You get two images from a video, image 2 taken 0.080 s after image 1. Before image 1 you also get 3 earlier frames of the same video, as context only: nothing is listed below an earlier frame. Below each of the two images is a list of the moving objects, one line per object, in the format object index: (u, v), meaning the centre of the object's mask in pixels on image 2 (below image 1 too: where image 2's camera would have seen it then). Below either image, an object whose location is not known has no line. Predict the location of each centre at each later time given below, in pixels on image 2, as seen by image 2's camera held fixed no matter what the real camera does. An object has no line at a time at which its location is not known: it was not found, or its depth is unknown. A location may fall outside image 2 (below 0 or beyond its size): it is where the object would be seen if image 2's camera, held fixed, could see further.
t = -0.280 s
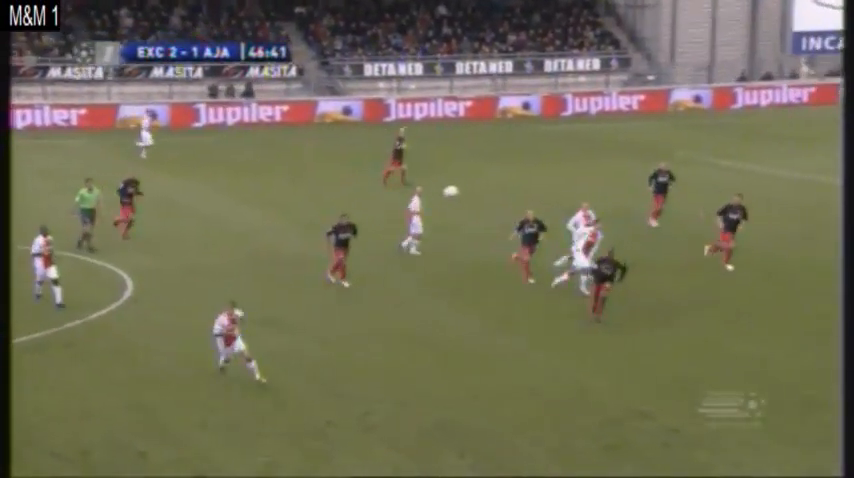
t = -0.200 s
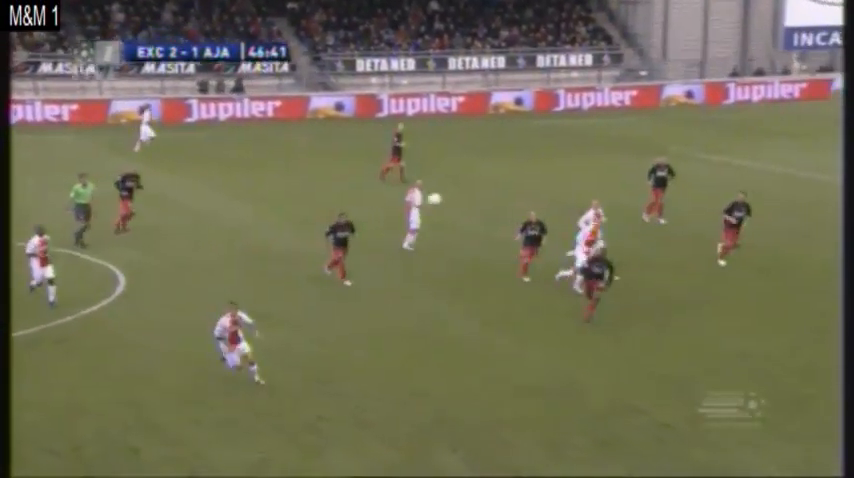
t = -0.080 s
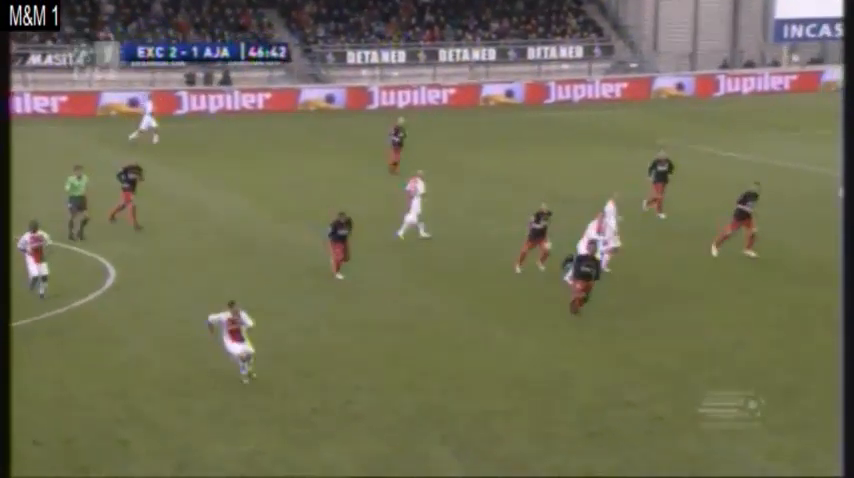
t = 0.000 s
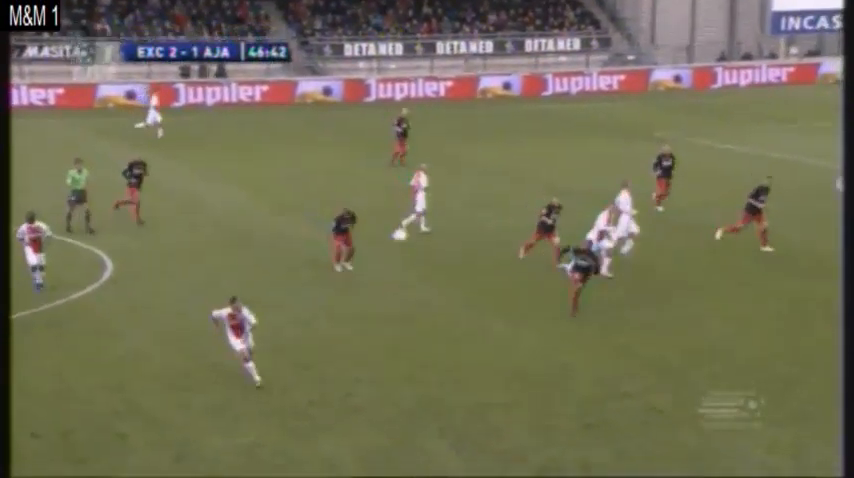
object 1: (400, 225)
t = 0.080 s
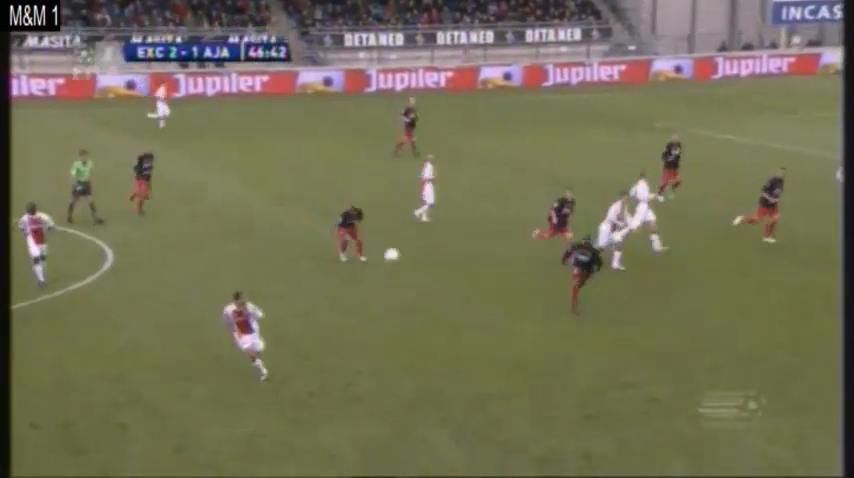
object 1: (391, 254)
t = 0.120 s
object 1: (387, 271)
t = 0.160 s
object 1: (383, 289)
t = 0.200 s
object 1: (380, 309)
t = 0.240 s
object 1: (376, 330)
